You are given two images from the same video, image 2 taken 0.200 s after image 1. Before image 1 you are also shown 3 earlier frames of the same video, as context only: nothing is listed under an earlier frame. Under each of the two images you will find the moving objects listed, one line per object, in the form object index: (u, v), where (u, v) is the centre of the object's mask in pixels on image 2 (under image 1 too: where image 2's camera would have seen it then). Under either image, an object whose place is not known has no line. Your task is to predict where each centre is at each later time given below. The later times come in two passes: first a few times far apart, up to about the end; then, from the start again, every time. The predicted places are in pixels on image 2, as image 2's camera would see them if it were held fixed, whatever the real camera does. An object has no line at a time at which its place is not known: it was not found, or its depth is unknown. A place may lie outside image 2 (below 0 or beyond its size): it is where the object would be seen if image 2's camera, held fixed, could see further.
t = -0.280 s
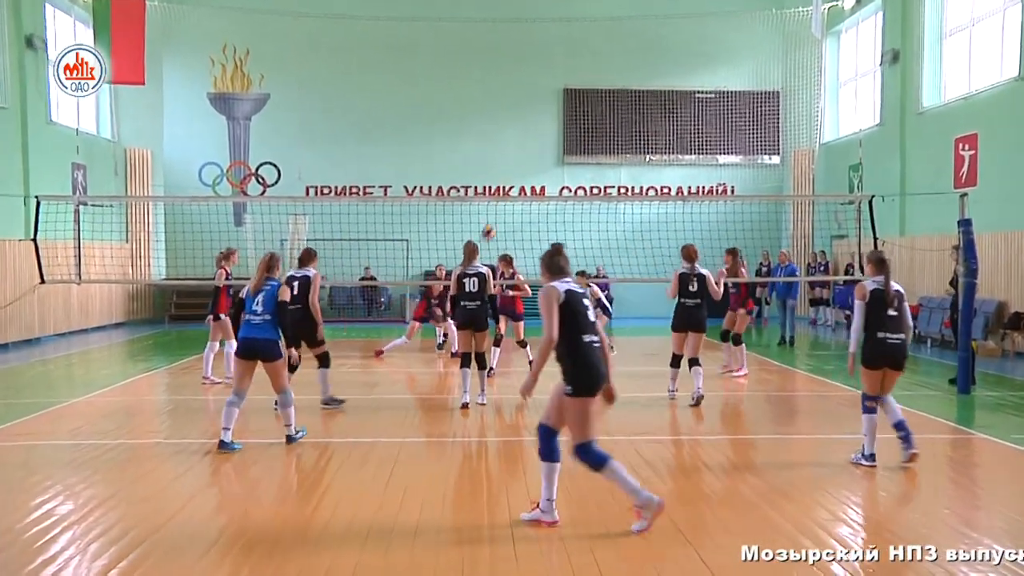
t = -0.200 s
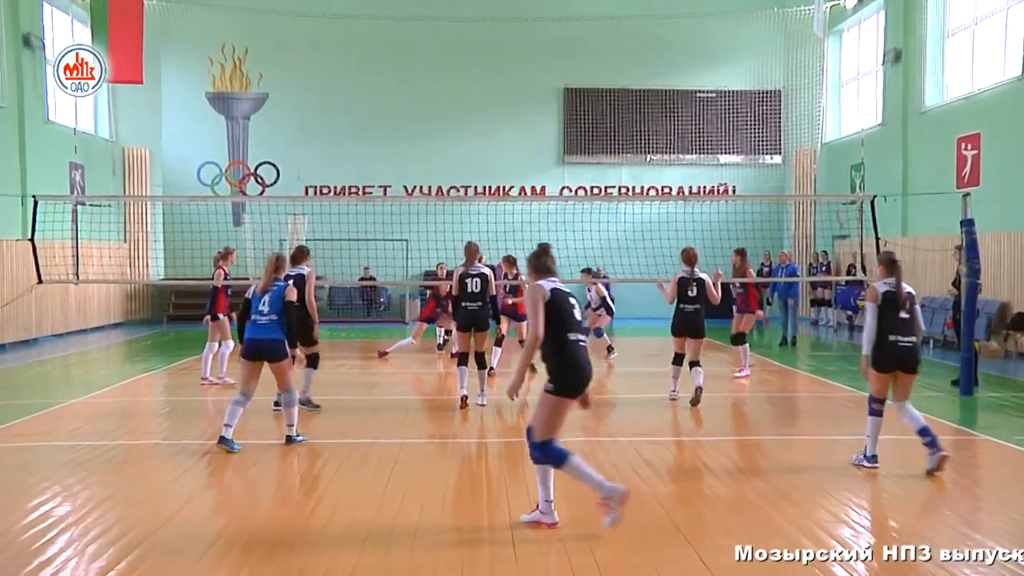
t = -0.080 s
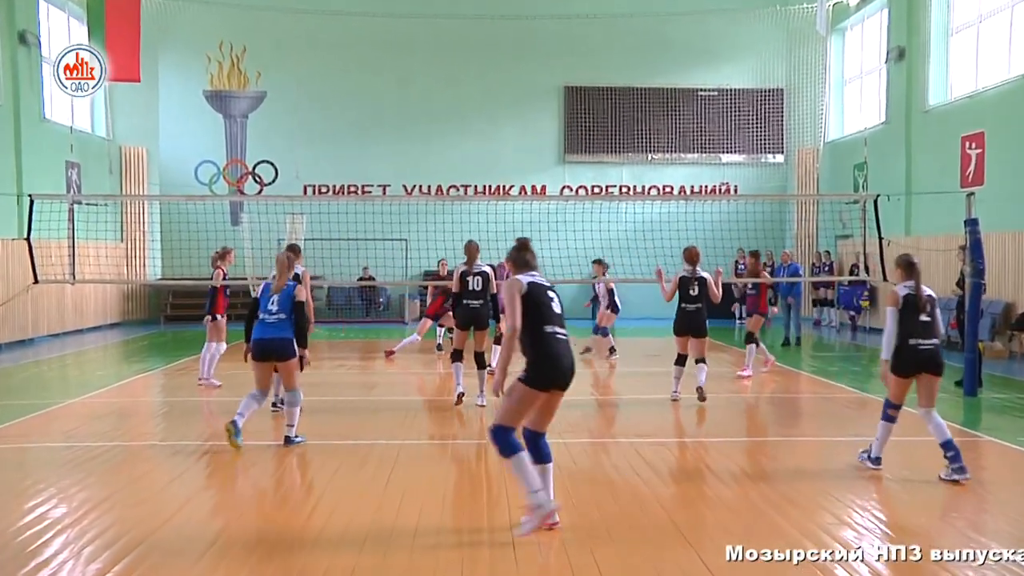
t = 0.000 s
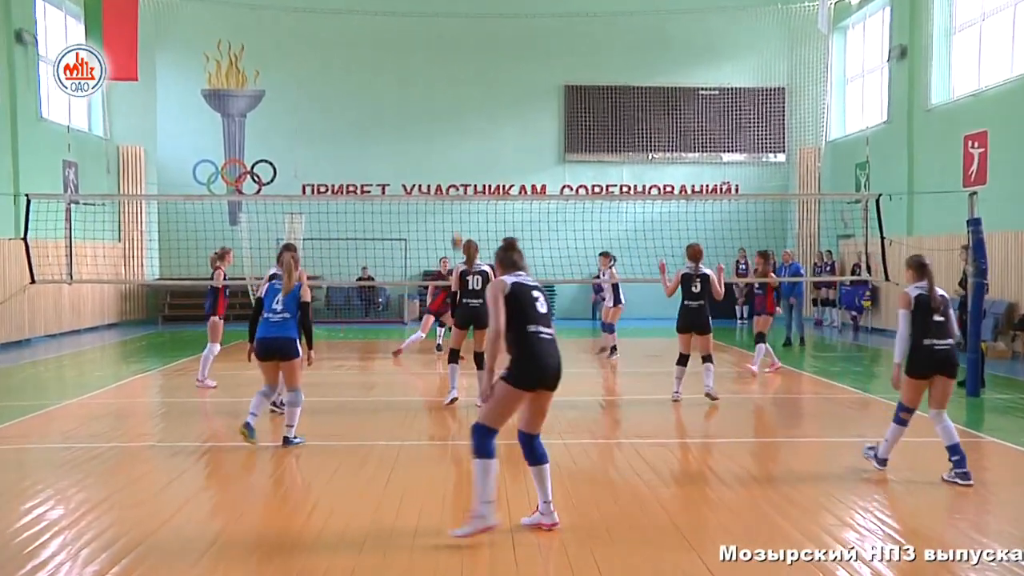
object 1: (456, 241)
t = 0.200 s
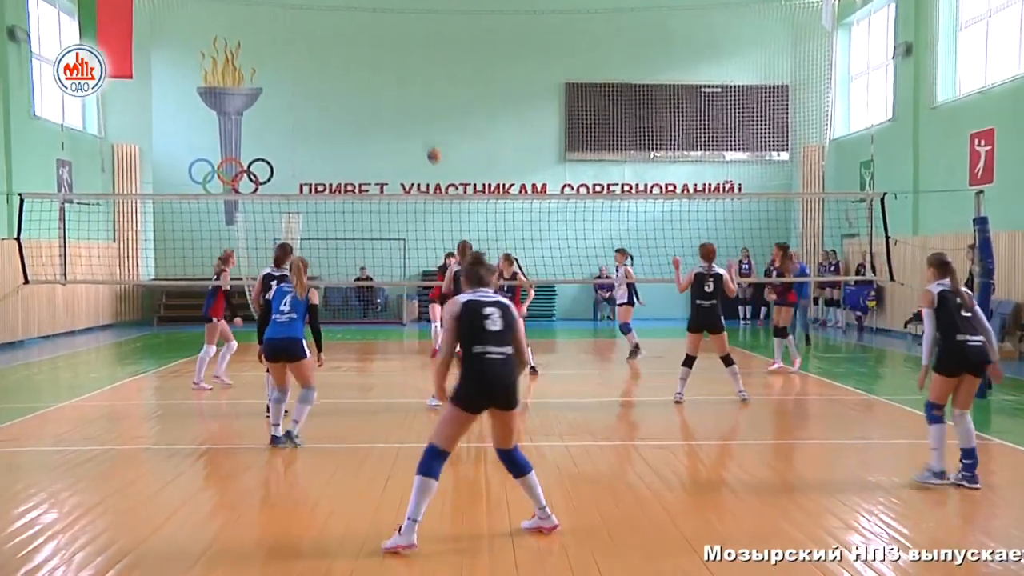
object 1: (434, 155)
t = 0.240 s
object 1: (429, 141)
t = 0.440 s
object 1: (405, 84)
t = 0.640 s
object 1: (380, 55)
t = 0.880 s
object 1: (347, 54)
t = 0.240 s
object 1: (429, 141)
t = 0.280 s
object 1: (425, 128)
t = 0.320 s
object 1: (420, 115)
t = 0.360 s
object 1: (415, 104)
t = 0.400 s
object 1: (410, 94)
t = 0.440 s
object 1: (405, 84)
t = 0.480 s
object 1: (400, 76)
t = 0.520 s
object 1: (395, 69)
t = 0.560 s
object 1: (390, 63)
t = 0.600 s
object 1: (385, 58)
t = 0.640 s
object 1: (380, 55)
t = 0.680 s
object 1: (375, 52)
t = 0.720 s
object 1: (369, 50)
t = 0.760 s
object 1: (364, 50)
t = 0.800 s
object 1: (359, 50)
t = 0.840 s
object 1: (354, 52)
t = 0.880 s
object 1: (347, 54)
